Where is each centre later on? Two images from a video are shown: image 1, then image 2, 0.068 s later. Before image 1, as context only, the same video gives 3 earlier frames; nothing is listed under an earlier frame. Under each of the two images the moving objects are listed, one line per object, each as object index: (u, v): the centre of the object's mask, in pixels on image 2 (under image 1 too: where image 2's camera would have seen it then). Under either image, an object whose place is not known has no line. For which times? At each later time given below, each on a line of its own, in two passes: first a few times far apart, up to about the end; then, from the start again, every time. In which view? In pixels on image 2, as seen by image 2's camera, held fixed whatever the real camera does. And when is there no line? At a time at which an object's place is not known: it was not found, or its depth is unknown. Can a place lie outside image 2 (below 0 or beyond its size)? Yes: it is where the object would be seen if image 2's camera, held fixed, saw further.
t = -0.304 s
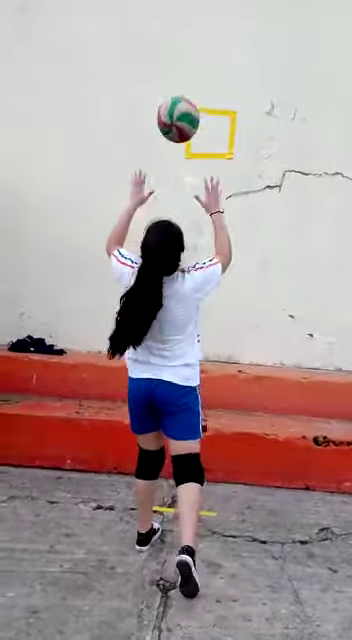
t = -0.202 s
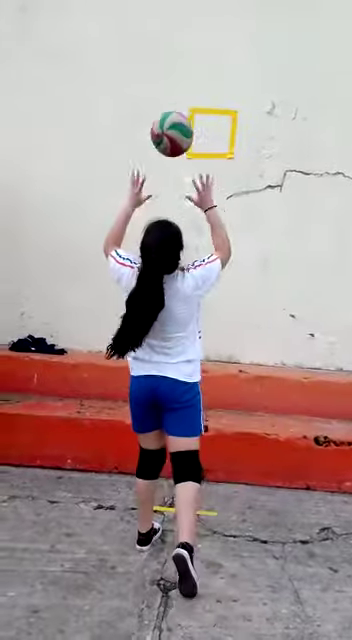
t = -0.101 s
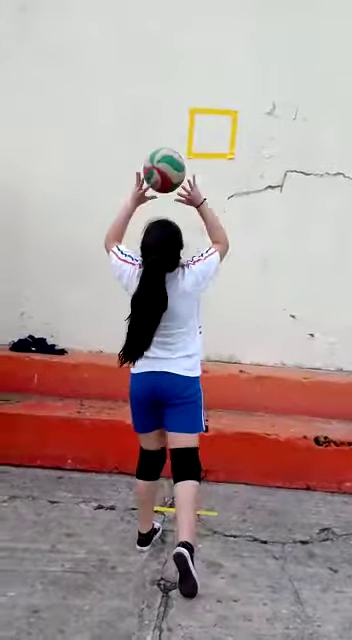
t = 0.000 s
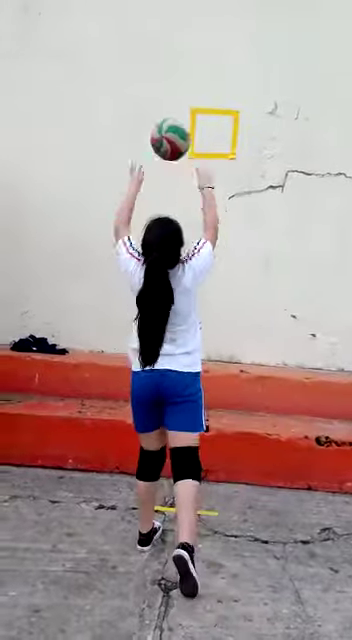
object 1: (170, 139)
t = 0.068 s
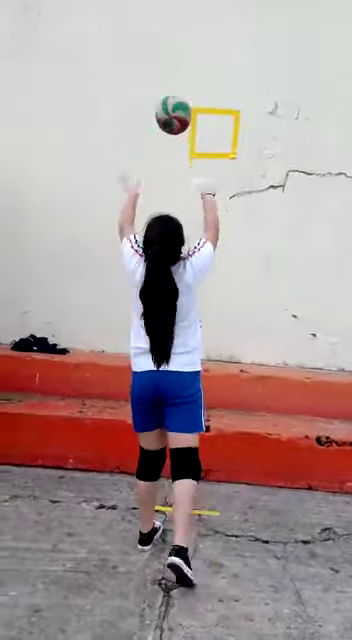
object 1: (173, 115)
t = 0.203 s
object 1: (176, 97)
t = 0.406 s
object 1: (177, 122)
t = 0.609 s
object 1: (162, 147)
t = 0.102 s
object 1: (174, 106)
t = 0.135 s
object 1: (175, 102)
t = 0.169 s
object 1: (176, 98)
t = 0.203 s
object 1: (176, 97)
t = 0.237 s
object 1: (177, 97)
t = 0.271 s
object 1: (177, 100)
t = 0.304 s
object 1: (177, 103)
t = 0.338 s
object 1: (177, 108)
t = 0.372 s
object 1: (177, 114)
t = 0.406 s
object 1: (177, 122)
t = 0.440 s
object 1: (175, 125)
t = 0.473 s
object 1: (174, 125)
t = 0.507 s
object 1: (171, 128)
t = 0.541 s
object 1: (168, 133)
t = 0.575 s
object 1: (166, 139)
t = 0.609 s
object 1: (162, 147)
